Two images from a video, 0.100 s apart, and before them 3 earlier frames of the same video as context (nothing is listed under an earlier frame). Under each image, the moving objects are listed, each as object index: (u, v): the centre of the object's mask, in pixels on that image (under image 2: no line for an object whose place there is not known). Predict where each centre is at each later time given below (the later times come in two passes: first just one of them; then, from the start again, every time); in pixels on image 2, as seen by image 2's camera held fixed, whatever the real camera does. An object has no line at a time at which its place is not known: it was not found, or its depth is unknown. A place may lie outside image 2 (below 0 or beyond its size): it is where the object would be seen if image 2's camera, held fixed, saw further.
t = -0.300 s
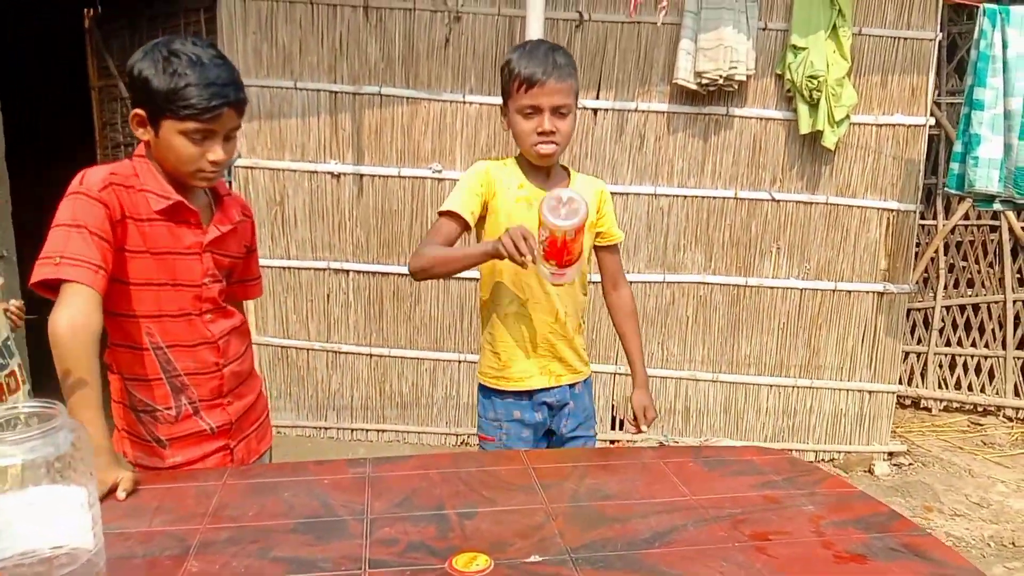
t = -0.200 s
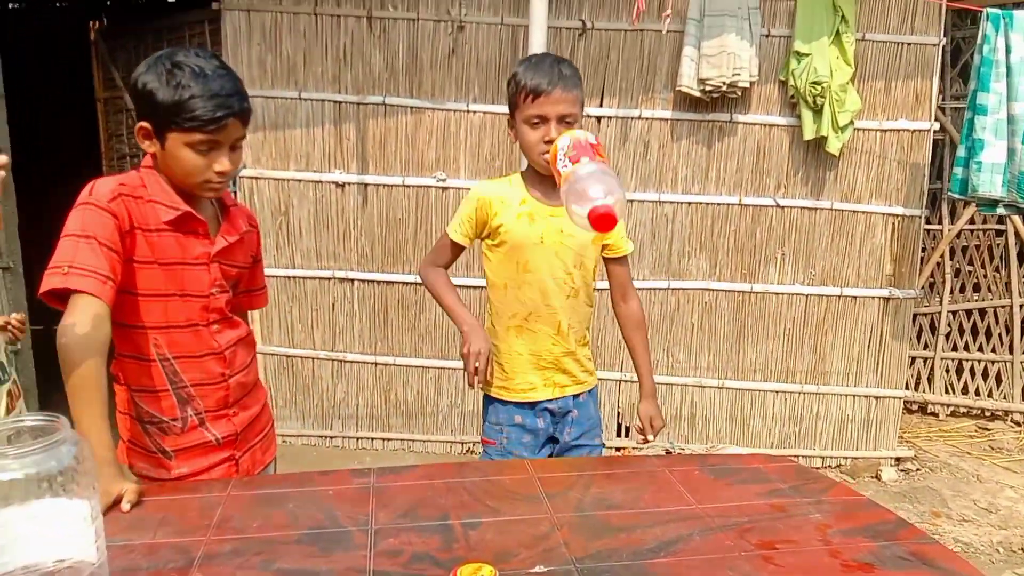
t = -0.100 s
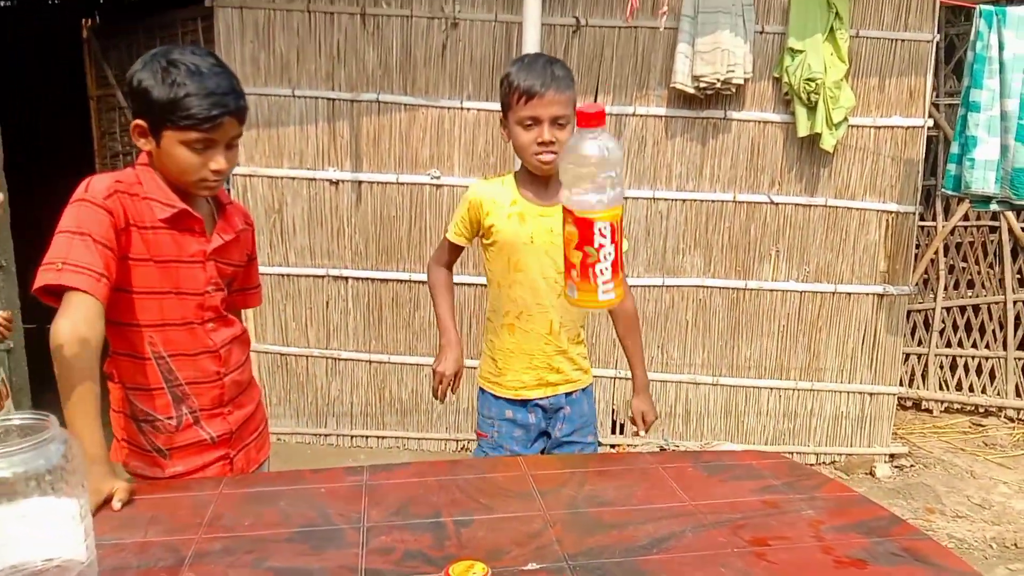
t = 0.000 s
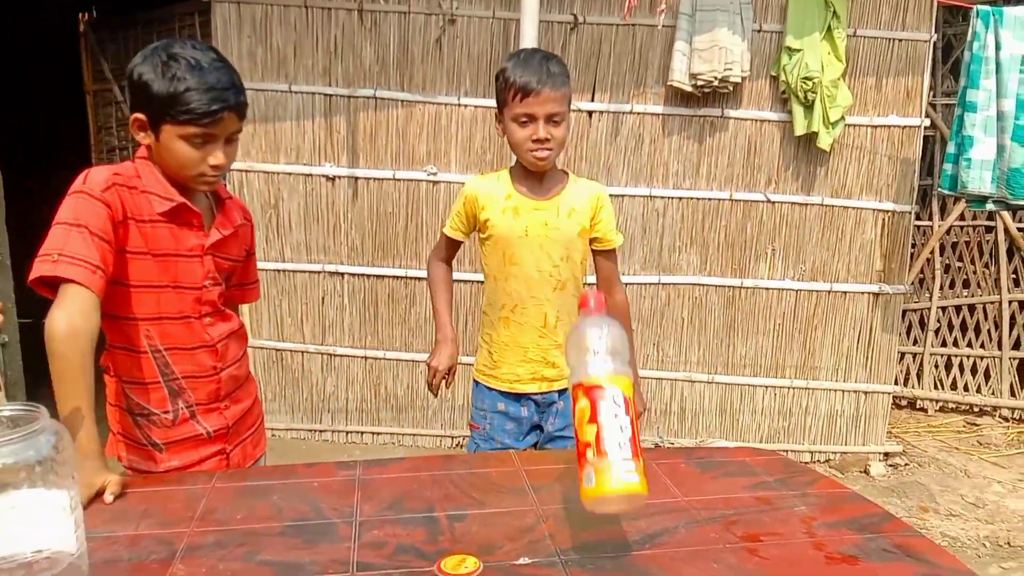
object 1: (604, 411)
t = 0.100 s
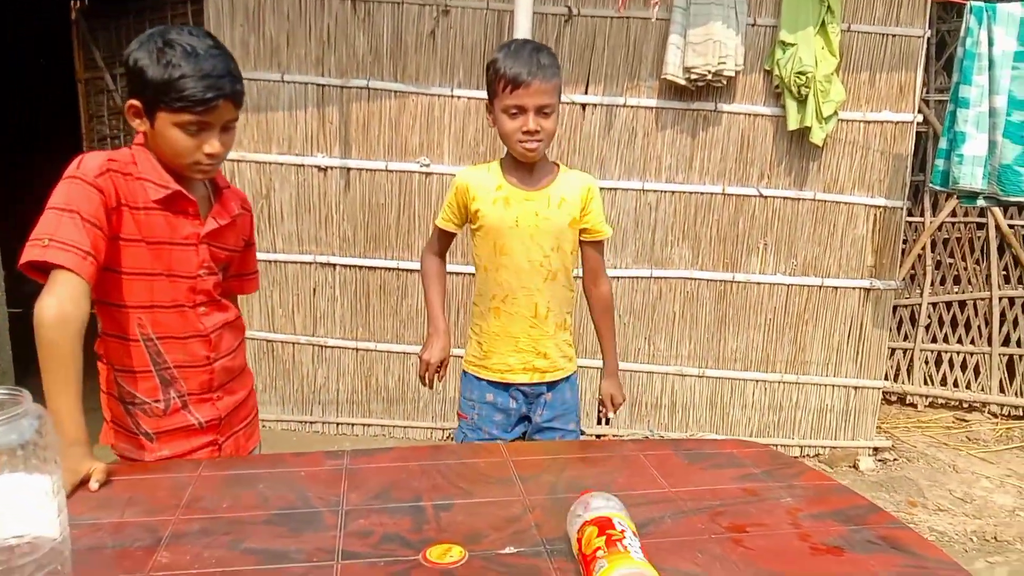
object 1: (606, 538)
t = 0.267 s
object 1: (623, 542)
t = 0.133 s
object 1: (609, 539)
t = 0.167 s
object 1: (614, 542)
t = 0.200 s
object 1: (617, 542)
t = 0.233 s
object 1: (620, 542)
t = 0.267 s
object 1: (623, 542)
